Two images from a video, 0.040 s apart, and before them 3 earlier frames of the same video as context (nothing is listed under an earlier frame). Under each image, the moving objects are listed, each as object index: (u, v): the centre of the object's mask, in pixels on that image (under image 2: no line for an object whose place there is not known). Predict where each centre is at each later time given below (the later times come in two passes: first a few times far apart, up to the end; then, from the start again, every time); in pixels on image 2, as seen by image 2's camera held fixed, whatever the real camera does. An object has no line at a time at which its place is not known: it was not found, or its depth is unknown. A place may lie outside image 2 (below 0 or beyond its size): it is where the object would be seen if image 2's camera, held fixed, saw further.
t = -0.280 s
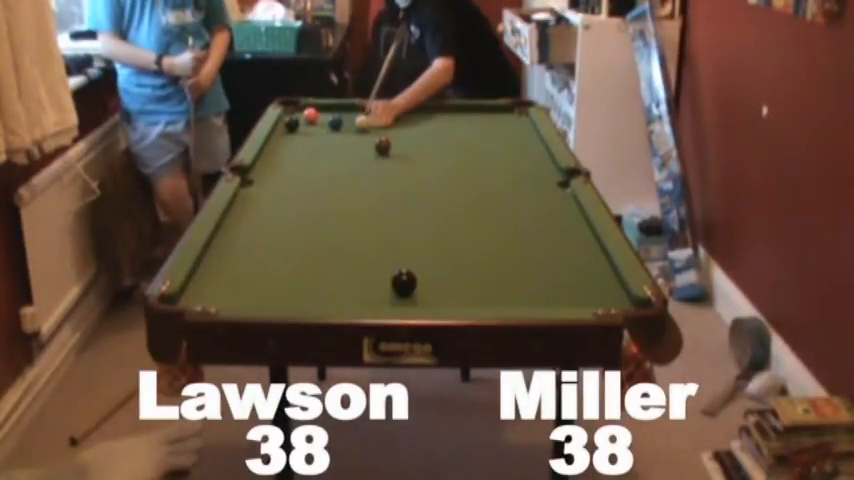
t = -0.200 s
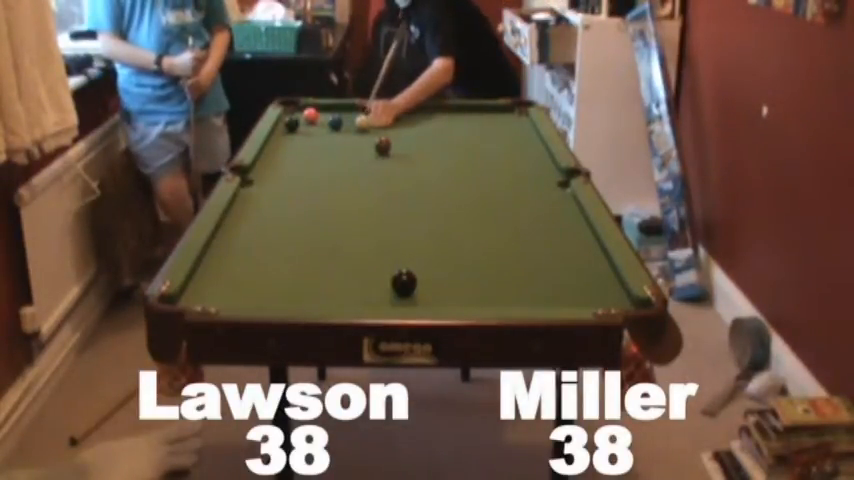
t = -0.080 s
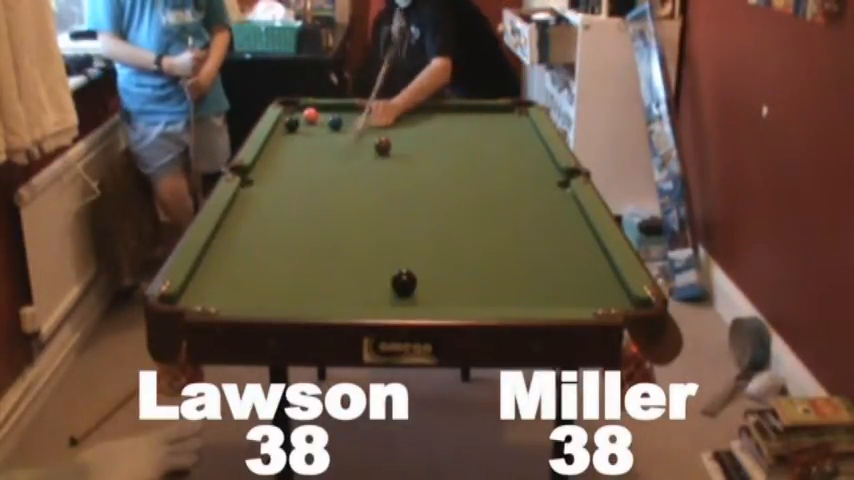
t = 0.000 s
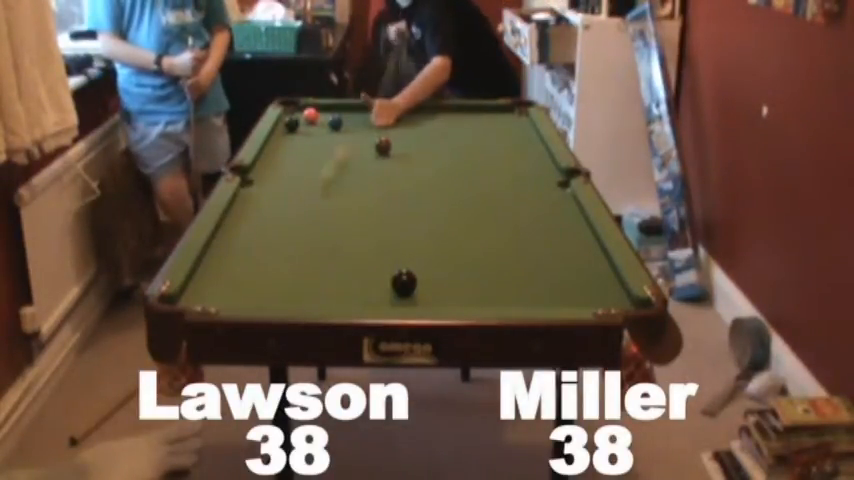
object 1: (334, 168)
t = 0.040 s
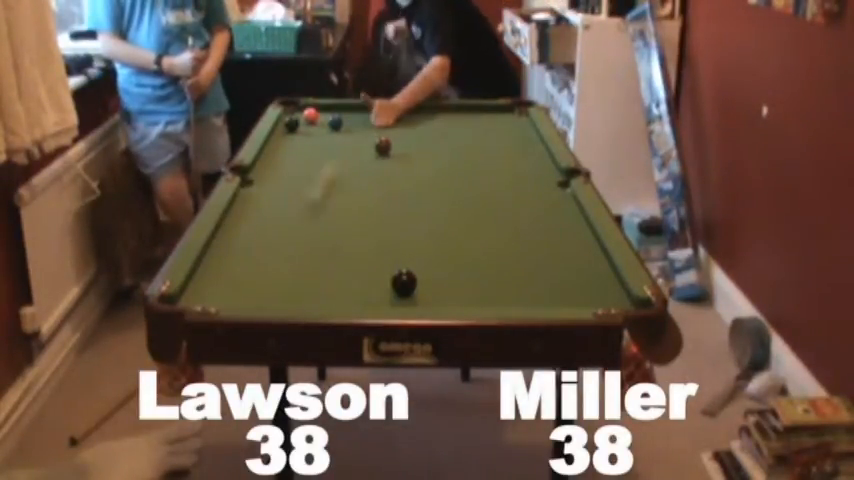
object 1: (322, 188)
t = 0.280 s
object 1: (244, 279)
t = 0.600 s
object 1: (246, 198)
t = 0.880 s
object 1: (278, 162)
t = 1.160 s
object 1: (303, 134)
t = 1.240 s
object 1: (307, 128)
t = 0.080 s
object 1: (311, 208)
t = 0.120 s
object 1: (295, 231)
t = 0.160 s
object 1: (279, 255)
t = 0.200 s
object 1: (264, 276)
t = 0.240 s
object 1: (250, 287)
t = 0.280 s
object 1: (244, 279)
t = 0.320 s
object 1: (242, 265)
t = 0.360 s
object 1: (241, 252)
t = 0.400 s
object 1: (240, 242)
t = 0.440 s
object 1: (238, 230)
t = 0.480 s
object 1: (237, 218)
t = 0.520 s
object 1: (236, 210)
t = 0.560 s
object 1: (240, 206)
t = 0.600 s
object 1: (246, 198)
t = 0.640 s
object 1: (252, 192)
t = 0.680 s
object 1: (256, 188)
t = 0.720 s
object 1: (262, 180)
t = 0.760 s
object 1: (266, 176)
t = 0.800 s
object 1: (269, 172)
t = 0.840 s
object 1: (274, 167)
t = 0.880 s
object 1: (278, 162)
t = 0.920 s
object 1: (282, 156)
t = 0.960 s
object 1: (285, 153)
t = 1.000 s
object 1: (289, 148)
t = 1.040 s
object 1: (293, 145)
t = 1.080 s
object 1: (296, 141)
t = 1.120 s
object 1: (300, 137)
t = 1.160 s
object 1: (303, 134)
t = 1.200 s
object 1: (305, 131)
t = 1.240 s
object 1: (307, 128)
